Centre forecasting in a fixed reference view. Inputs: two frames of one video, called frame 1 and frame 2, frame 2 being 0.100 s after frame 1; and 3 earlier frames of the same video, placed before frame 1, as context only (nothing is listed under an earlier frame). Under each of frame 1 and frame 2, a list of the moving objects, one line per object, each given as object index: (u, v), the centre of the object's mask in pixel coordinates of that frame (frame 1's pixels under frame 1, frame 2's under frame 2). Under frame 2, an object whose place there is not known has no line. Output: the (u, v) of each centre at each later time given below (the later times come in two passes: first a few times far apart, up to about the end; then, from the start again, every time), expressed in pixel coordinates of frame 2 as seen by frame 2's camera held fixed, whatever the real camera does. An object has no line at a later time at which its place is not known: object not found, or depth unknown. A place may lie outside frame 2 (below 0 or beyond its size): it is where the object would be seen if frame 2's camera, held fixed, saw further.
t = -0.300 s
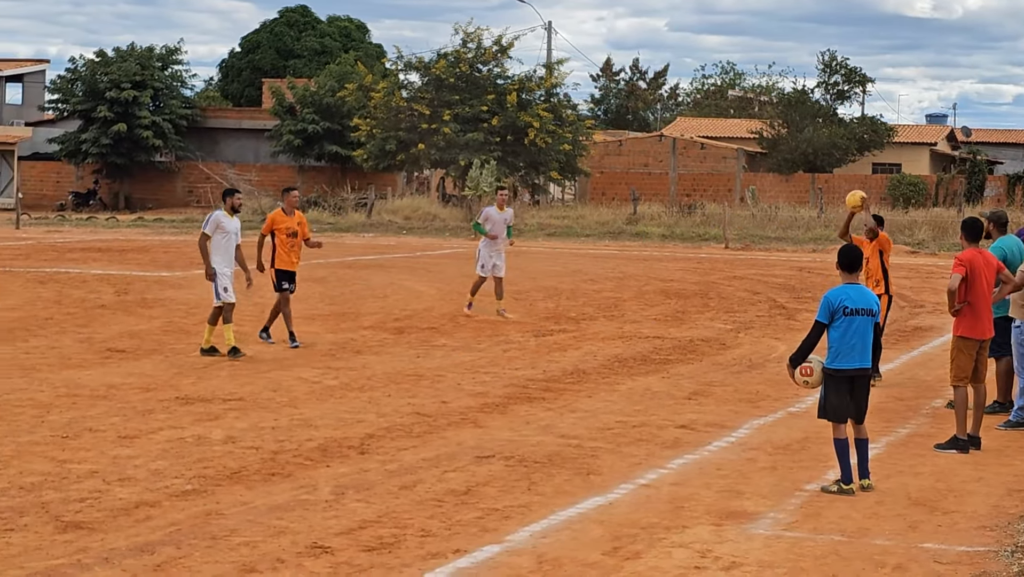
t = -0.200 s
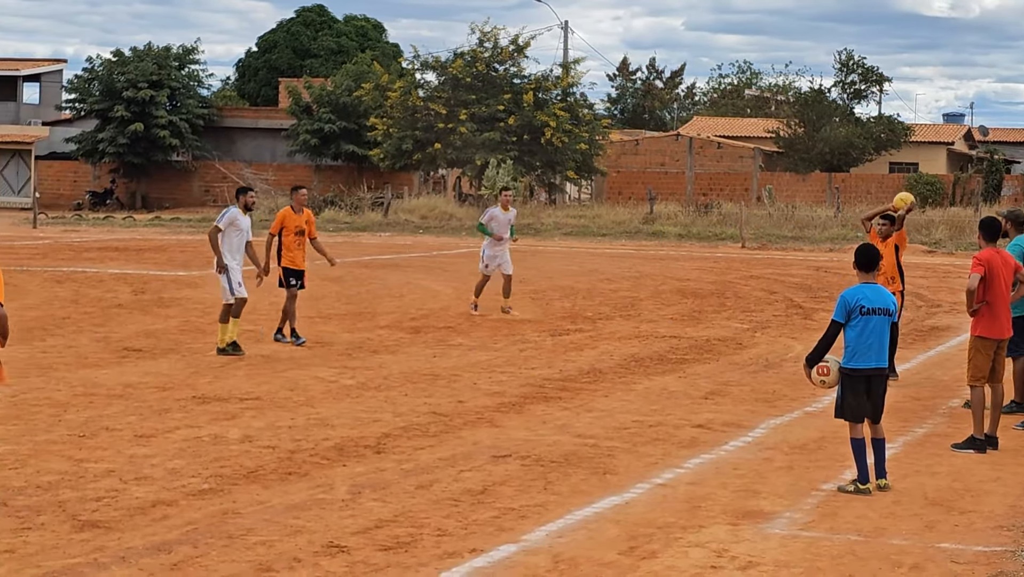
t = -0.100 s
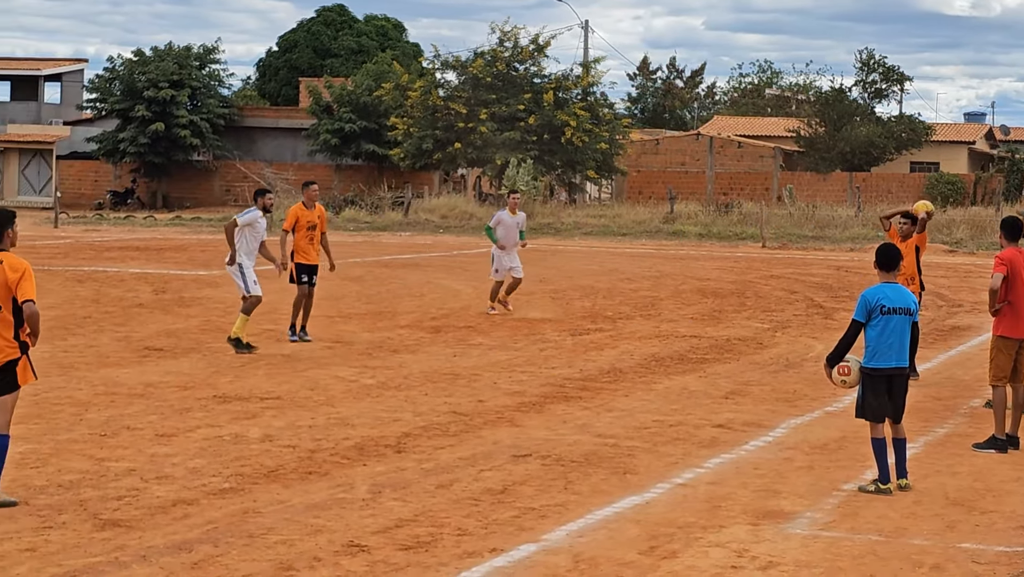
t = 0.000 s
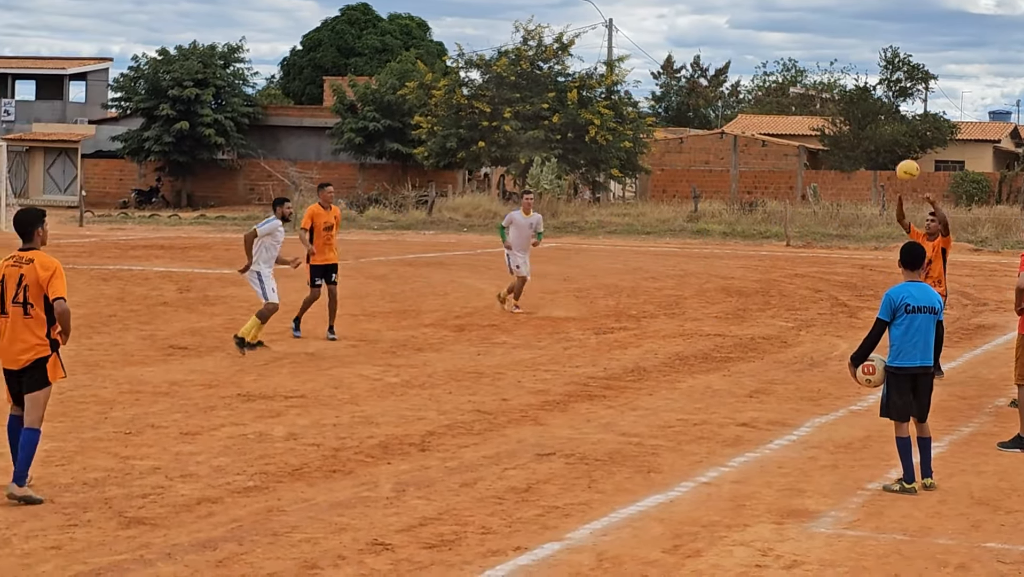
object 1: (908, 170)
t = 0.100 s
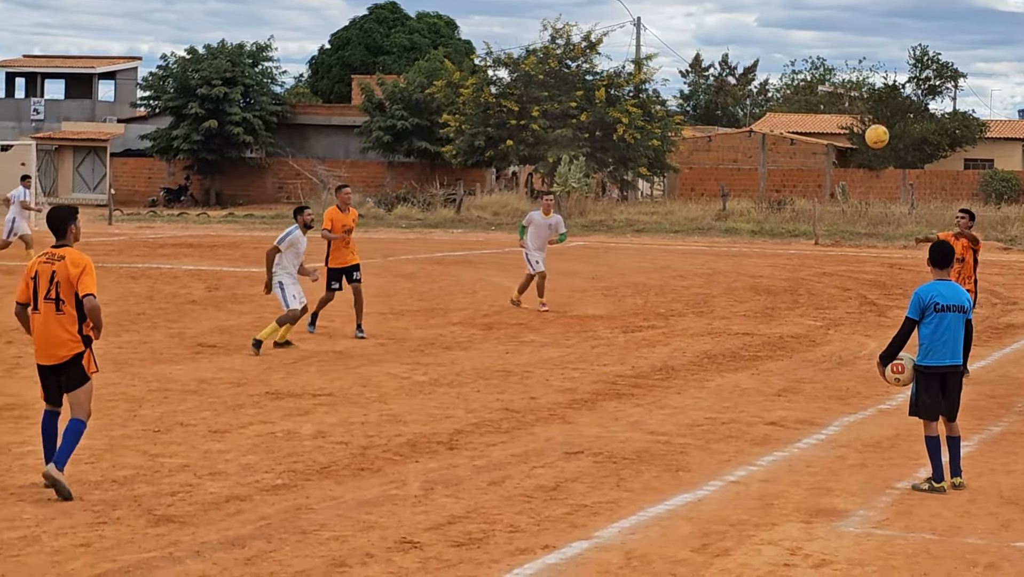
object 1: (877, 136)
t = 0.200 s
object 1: (812, 113)
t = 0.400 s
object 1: (678, 96)
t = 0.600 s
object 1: (530, 122)
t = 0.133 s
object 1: (856, 127)
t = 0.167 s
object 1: (835, 119)
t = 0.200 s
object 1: (812, 113)
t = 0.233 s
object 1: (790, 107)
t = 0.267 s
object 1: (768, 103)
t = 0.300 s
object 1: (746, 99)
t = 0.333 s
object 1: (724, 97)
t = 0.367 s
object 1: (701, 96)
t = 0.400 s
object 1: (678, 96)
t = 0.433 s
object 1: (654, 97)
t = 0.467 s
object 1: (630, 99)
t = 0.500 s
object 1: (606, 103)
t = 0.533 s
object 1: (581, 108)
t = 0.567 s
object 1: (556, 114)
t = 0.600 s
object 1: (530, 122)
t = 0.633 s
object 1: (503, 131)
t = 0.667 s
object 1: (476, 141)
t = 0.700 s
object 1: (448, 154)
